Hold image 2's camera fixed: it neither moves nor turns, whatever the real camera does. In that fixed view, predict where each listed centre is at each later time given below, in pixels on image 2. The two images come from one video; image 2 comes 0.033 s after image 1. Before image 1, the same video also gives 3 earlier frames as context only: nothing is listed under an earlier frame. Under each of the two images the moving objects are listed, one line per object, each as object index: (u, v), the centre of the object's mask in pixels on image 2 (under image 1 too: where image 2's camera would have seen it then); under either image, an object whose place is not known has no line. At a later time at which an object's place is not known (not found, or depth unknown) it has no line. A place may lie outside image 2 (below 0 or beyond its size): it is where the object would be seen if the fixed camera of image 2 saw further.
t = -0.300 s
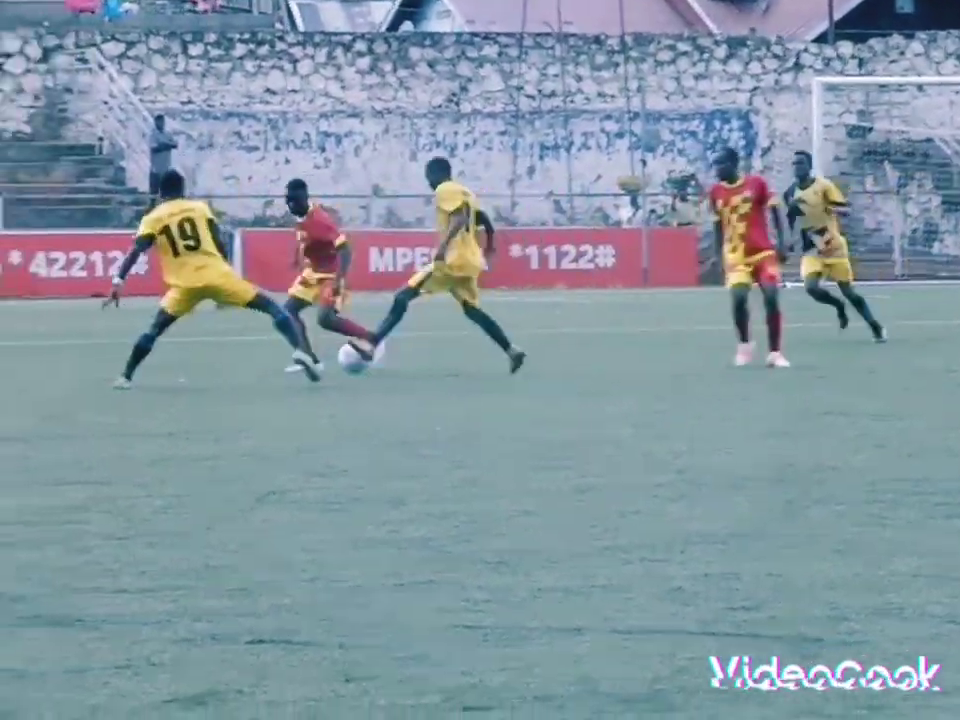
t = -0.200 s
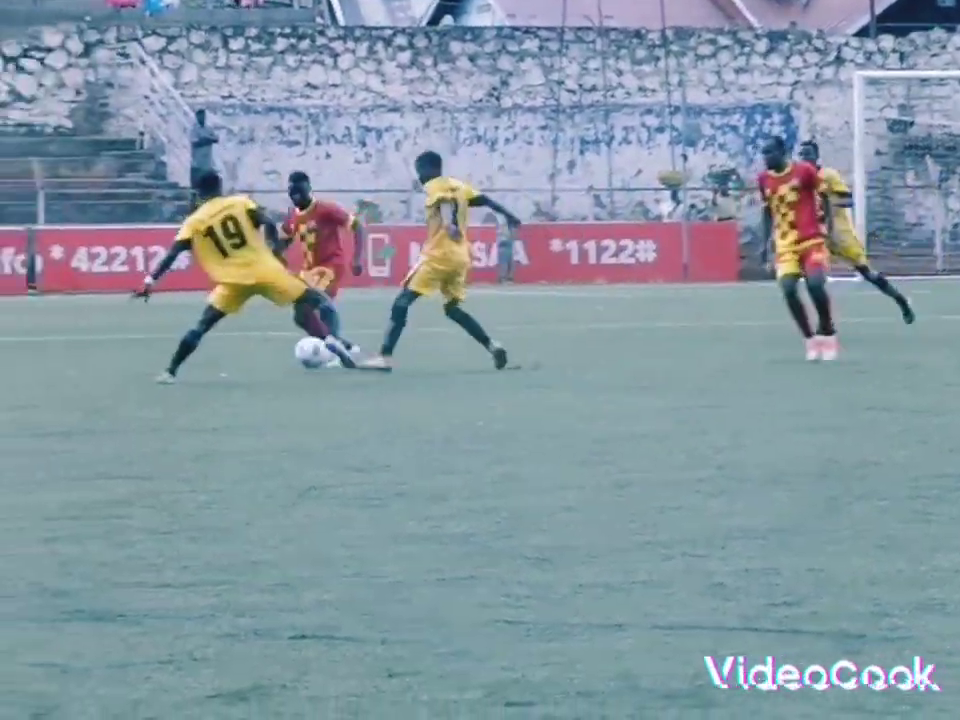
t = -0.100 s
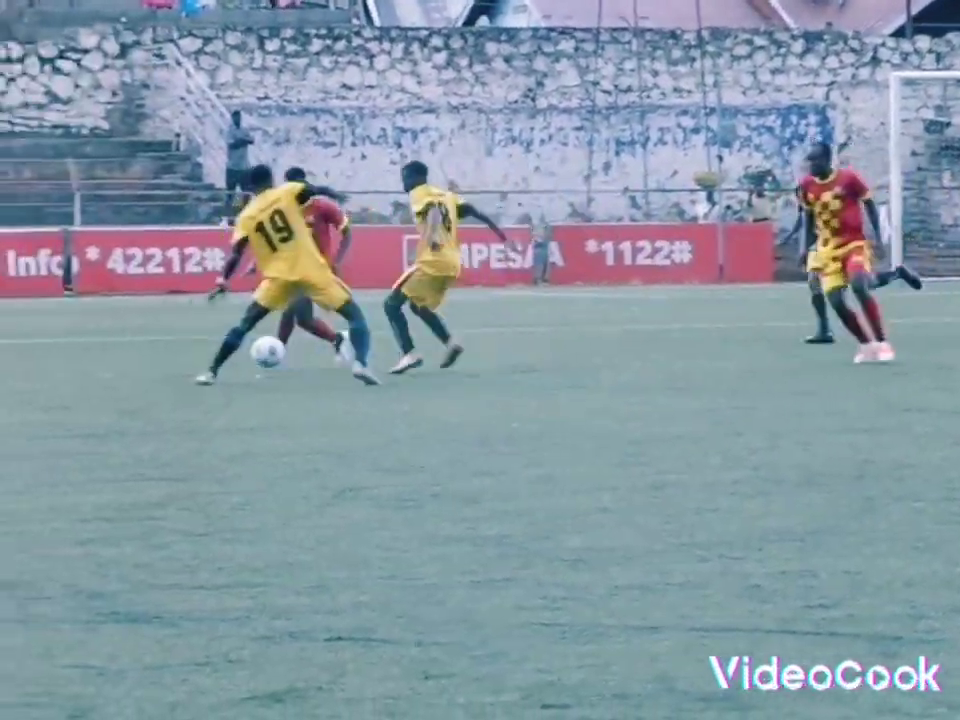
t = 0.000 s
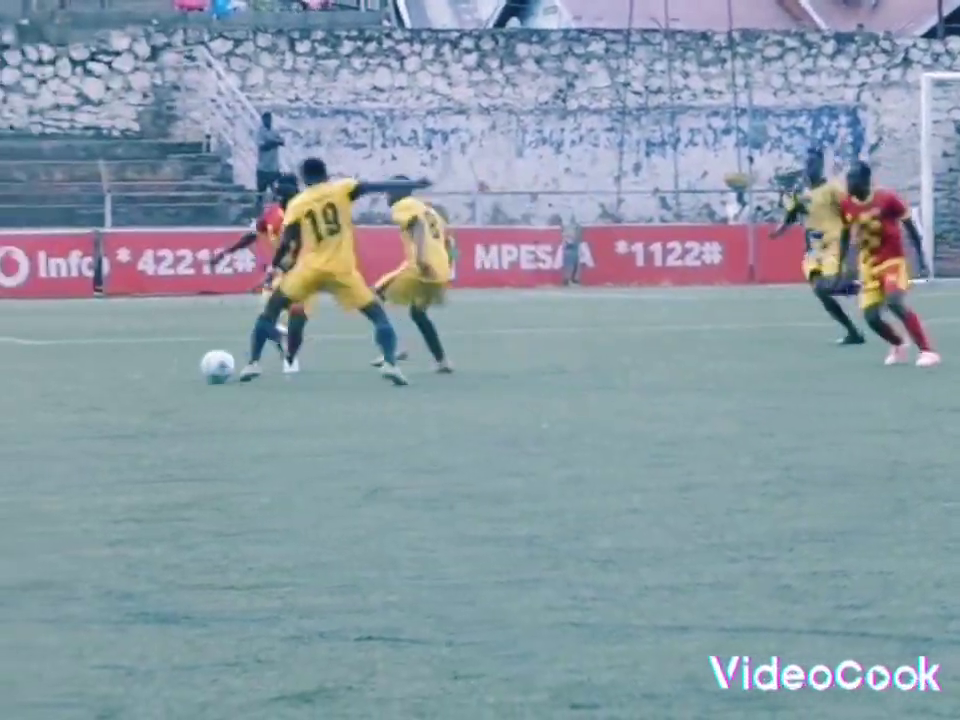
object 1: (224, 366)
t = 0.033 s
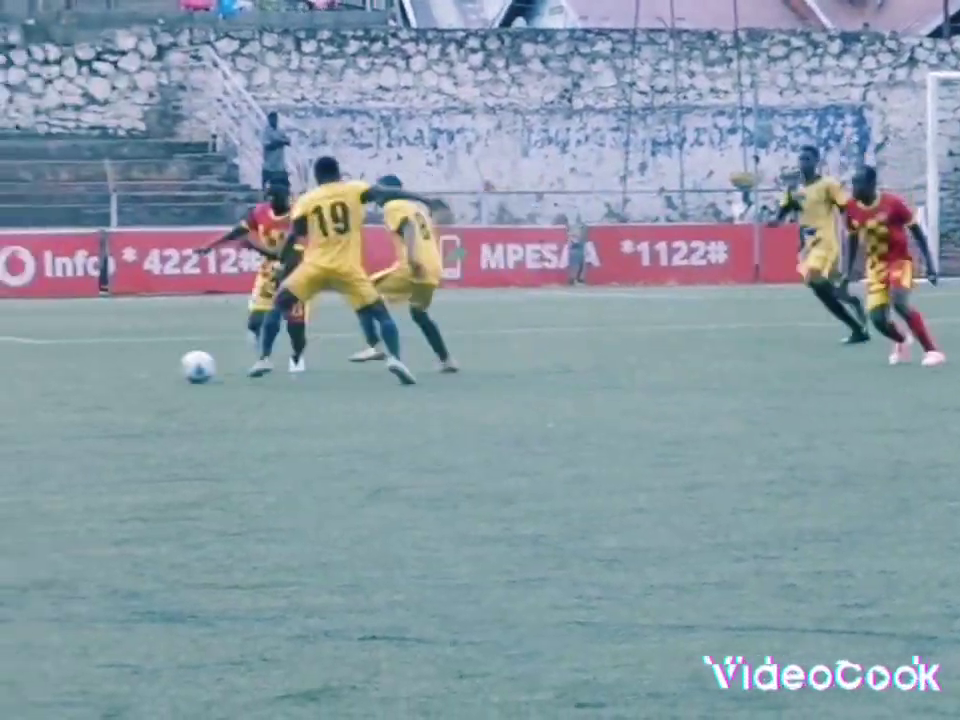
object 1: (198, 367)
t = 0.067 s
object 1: (174, 364)
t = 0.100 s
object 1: (151, 367)
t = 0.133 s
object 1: (126, 367)
